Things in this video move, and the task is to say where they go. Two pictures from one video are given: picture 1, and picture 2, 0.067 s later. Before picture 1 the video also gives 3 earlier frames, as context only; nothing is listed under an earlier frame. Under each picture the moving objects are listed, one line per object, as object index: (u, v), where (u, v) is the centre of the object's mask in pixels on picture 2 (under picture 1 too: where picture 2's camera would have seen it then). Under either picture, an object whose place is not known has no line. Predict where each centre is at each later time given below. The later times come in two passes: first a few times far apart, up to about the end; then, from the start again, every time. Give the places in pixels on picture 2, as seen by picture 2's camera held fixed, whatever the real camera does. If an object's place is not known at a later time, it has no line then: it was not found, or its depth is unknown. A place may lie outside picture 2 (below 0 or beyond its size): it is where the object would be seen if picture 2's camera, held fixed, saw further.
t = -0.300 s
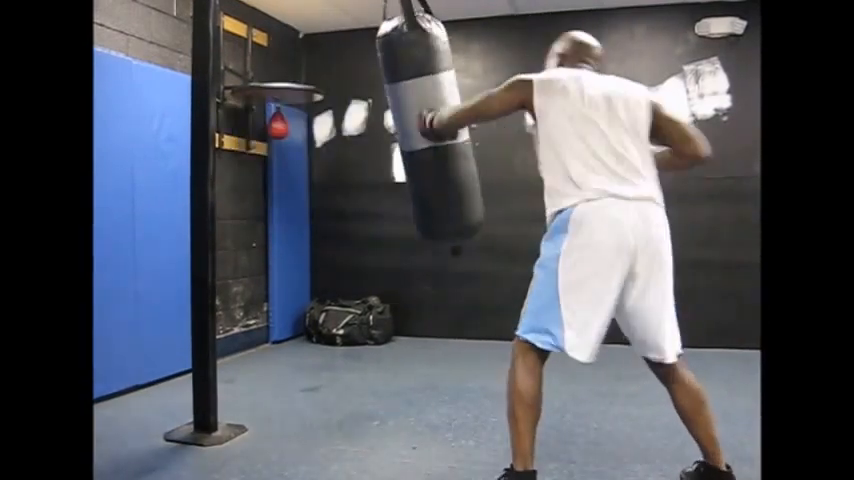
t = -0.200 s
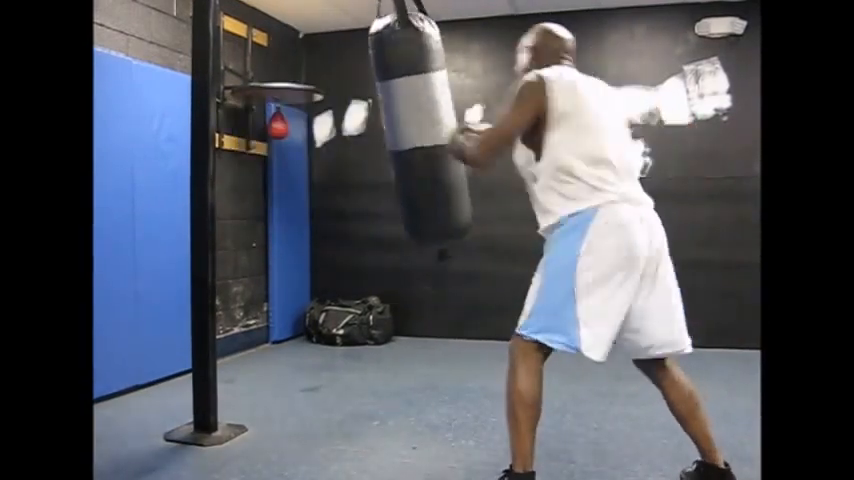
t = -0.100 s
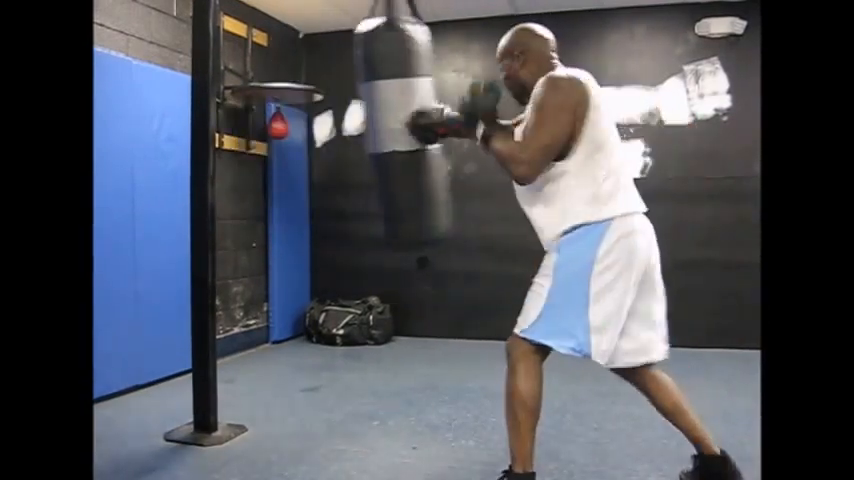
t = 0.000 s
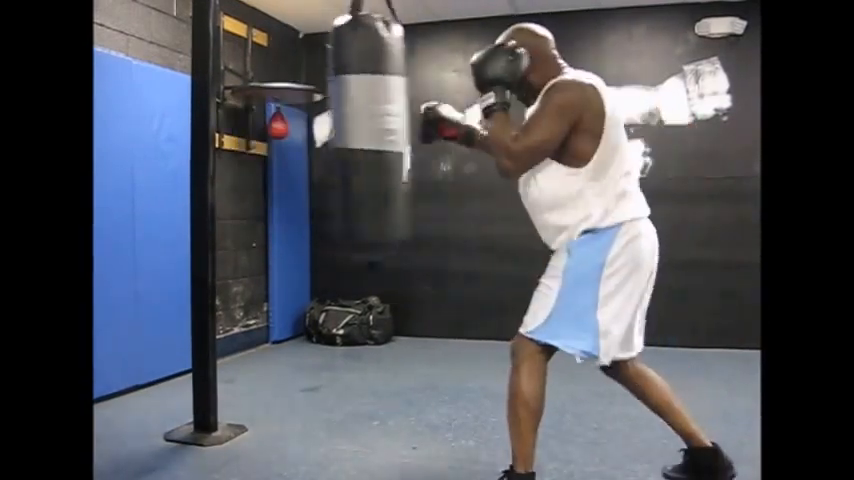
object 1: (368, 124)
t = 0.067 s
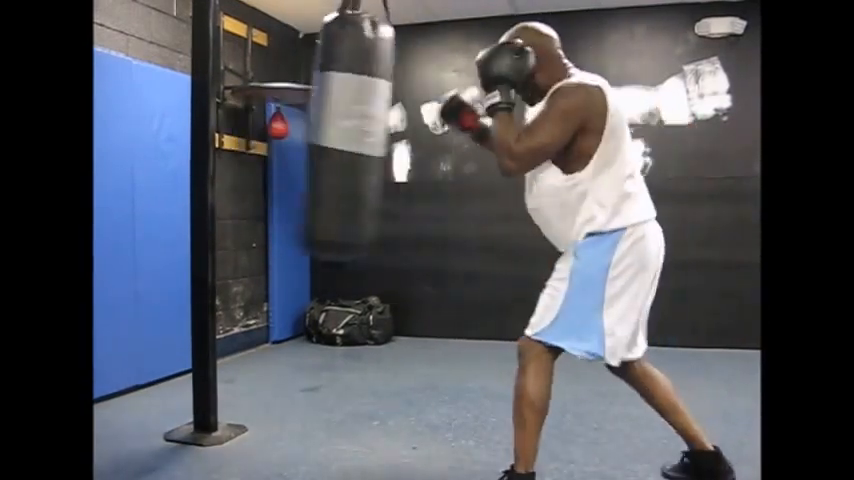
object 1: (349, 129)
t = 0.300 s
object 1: (274, 117)
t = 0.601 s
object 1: (242, 112)
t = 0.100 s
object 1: (338, 131)
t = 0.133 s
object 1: (326, 130)
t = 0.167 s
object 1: (315, 127)
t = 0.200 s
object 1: (303, 124)
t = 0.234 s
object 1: (293, 120)
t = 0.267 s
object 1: (283, 120)
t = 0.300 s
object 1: (274, 117)
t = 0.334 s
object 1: (267, 117)
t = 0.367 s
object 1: (260, 115)
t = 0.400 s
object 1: (255, 112)
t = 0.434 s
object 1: (250, 112)
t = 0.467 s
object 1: (246, 112)
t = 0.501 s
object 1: (243, 108)
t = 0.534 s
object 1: (241, 109)
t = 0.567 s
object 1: (241, 109)
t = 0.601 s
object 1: (242, 112)
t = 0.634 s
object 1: (245, 112)
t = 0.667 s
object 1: (250, 111)
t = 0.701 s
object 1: (255, 110)
